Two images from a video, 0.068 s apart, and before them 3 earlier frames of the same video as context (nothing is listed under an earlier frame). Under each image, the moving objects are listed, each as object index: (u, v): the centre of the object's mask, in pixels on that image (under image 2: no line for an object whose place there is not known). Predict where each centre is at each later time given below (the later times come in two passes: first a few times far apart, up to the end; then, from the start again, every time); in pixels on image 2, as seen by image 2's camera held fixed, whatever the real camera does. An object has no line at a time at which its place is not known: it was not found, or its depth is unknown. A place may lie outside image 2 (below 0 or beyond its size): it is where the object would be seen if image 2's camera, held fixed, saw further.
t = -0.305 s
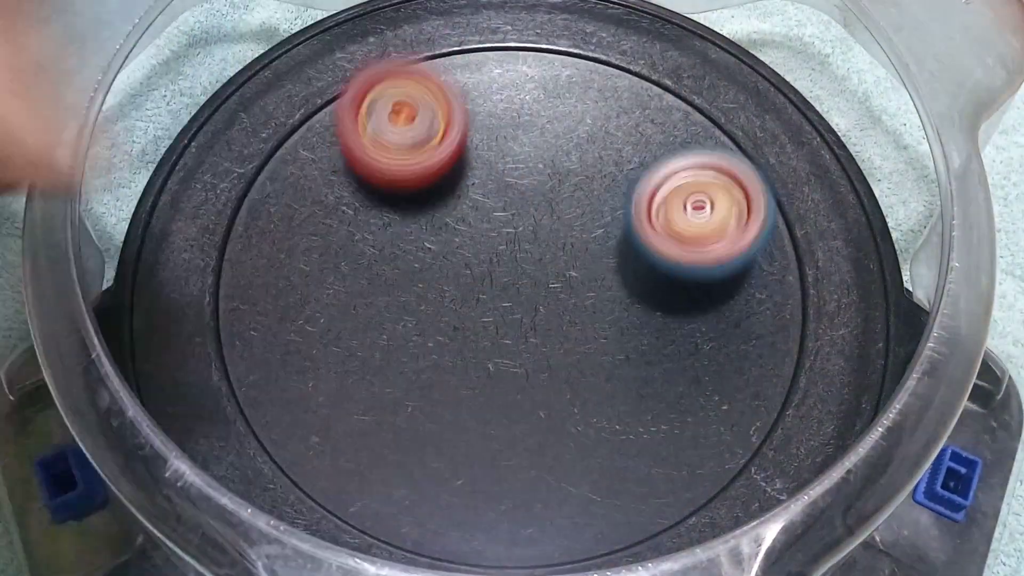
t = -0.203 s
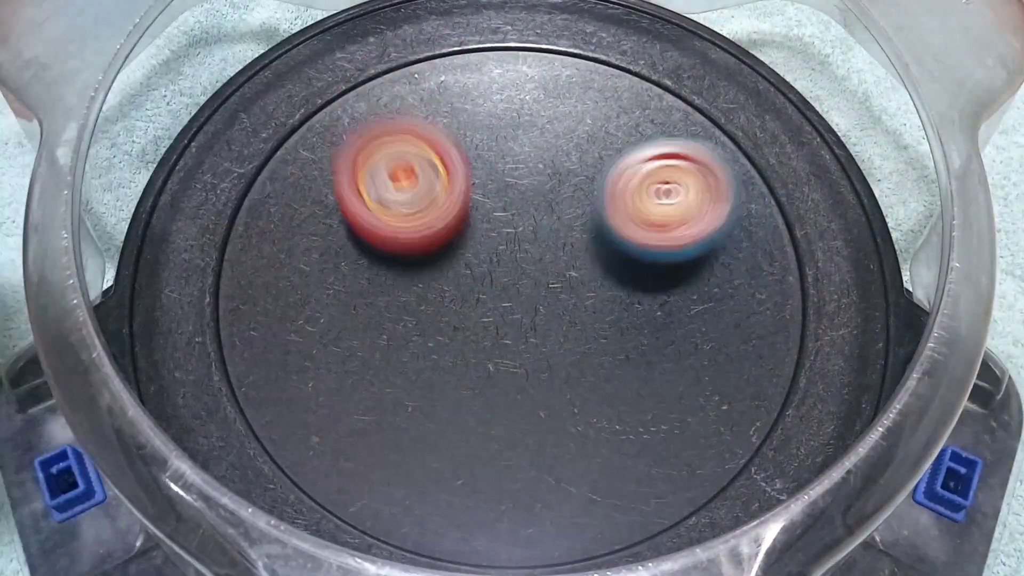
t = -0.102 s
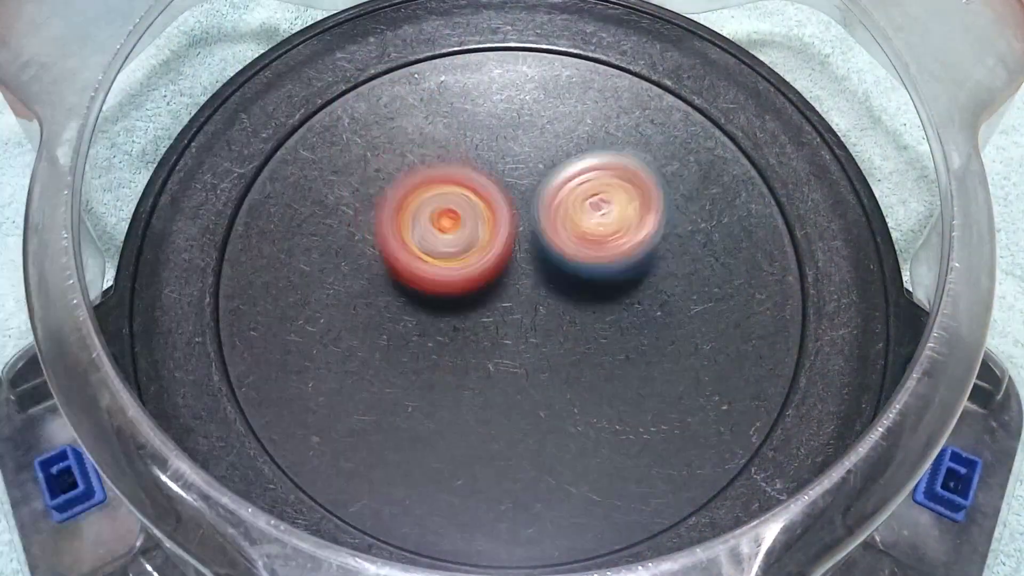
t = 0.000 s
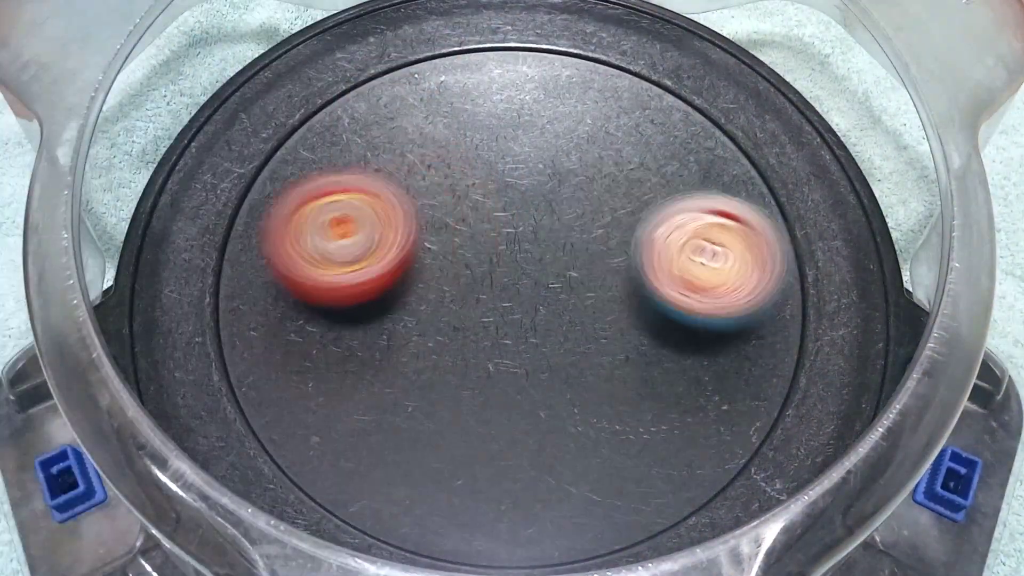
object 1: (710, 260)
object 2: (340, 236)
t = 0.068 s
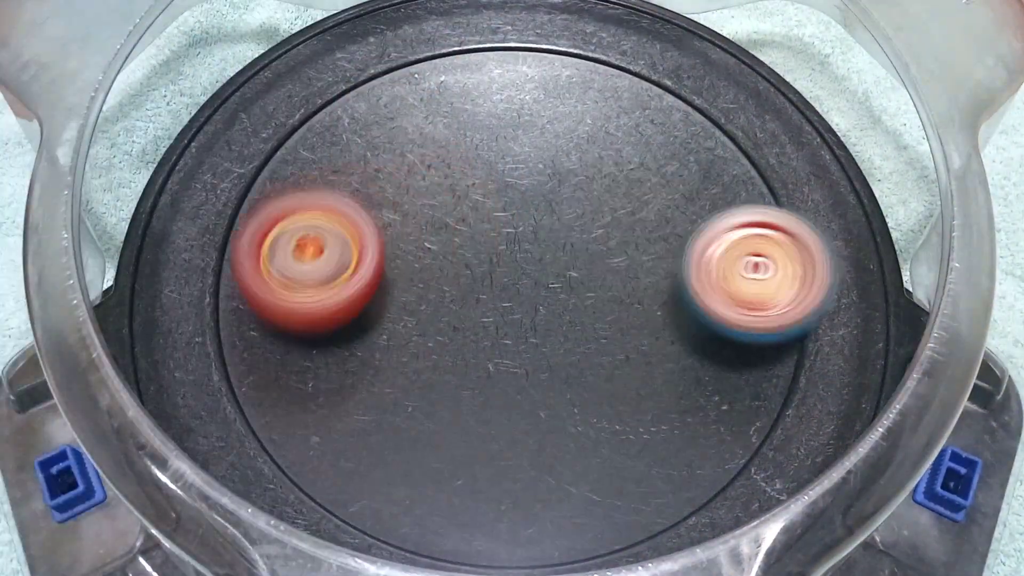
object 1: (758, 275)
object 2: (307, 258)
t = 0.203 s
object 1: (790, 252)
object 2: (349, 334)
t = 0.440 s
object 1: (635, 222)
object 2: (503, 302)
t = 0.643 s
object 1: (680, 195)
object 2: (267, 312)
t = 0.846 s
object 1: (564, 269)
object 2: (297, 401)
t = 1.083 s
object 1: (685, 356)
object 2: (288, 356)
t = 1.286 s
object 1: (743, 254)
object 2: (322, 312)
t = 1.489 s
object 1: (557, 202)
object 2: (386, 255)
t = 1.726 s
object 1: (696, 233)
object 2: (277, 186)
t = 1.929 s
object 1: (668, 203)
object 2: (419, 209)
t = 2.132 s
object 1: (694, 257)
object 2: (459, 165)
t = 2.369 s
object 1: (684, 279)
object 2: (496, 123)
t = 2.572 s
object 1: (613, 292)
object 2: (554, 145)
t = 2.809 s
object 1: (499, 349)
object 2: (597, 198)
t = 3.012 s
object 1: (438, 392)
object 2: (610, 249)
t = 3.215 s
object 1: (444, 396)
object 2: (594, 300)
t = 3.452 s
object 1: (293, 375)
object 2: (659, 282)
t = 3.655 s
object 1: (305, 357)
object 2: (595, 266)
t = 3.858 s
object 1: (355, 289)
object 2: (506, 256)
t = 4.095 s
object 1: (261, 191)
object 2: (652, 185)
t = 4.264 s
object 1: (328, 192)
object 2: (636, 160)
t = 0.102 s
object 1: (774, 274)
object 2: (306, 278)
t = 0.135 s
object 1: (785, 270)
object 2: (313, 298)
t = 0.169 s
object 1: (790, 262)
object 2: (328, 319)
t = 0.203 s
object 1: (790, 252)
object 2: (349, 334)
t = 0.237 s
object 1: (784, 242)
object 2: (374, 343)
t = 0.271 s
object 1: (771, 230)
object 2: (402, 348)
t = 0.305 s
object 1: (751, 222)
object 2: (429, 347)
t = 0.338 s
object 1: (726, 216)
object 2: (455, 341)
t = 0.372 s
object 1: (698, 214)
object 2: (475, 331)
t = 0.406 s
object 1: (668, 215)
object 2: (492, 318)
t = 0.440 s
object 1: (635, 222)
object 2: (503, 302)
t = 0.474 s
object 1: (646, 215)
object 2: (460, 298)
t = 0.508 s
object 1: (676, 204)
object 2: (405, 299)
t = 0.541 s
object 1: (694, 196)
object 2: (358, 298)
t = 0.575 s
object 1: (698, 192)
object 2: (318, 300)
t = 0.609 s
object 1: (695, 193)
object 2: (289, 304)
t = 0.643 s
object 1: (680, 195)
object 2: (267, 312)
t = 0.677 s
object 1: (662, 199)
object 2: (253, 325)
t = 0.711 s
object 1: (643, 207)
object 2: (247, 340)
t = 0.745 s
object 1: (622, 219)
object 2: (248, 358)
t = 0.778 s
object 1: (602, 232)
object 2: (258, 375)
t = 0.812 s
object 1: (583, 249)
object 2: (274, 391)
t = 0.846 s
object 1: (564, 269)
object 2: (297, 401)
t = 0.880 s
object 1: (549, 289)
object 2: (323, 404)
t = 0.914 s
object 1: (536, 309)
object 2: (349, 402)
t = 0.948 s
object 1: (527, 330)
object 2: (373, 394)
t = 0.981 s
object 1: (561, 342)
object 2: (348, 388)
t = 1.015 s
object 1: (611, 352)
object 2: (316, 378)
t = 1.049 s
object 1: (653, 356)
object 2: (297, 367)
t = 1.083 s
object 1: (685, 356)
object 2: (288, 356)
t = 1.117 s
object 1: (714, 349)
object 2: (287, 348)
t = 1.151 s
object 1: (736, 337)
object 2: (290, 340)
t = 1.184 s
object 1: (751, 319)
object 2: (296, 334)
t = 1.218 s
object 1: (759, 298)
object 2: (304, 328)
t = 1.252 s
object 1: (755, 277)
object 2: (312, 321)
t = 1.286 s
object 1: (743, 254)
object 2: (322, 312)
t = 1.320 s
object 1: (723, 233)
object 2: (331, 303)
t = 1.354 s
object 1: (696, 217)
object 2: (341, 292)
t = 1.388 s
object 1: (664, 205)
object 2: (352, 283)
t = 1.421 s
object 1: (629, 198)
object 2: (363, 273)
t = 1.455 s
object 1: (593, 198)
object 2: (375, 264)
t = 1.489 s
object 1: (557, 202)
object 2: (386, 255)
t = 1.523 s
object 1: (532, 208)
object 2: (389, 245)
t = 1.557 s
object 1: (559, 215)
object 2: (351, 232)
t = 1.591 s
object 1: (610, 224)
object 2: (306, 214)
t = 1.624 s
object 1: (647, 232)
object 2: (271, 196)
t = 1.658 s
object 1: (675, 236)
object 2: (250, 182)
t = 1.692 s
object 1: (688, 236)
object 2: (255, 179)
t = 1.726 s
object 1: (696, 233)
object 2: (277, 186)
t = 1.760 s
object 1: (699, 227)
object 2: (301, 190)
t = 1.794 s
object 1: (698, 220)
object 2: (324, 195)
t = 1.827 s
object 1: (695, 213)
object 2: (349, 199)
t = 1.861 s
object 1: (688, 208)
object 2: (372, 204)
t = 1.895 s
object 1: (678, 205)
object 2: (396, 206)
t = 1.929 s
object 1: (668, 203)
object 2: (419, 209)
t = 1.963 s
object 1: (657, 204)
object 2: (441, 210)
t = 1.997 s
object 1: (646, 207)
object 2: (462, 211)
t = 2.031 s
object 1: (633, 210)
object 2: (482, 208)
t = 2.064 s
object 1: (643, 222)
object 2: (486, 200)
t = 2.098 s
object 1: (675, 241)
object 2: (469, 180)
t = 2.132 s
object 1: (694, 257)
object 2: (459, 165)
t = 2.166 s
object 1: (706, 268)
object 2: (455, 152)
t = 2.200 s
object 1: (709, 274)
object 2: (456, 142)
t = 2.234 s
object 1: (708, 276)
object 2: (461, 133)
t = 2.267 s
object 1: (704, 278)
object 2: (469, 128)
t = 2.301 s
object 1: (699, 278)
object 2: (478, 124)
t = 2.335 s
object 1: (692, 278)
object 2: (487, 123)
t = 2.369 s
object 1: (684, 279)
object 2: (496, 123)
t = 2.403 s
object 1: (675, 280)
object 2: (506, 124)
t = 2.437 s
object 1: (664, 282)
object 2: (515, 126)
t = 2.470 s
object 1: (653, 284)
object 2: (525, 130)
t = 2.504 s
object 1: (639, 287)
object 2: (536, 134)
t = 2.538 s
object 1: (626, 288)
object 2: (545, 139)
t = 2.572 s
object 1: (613, 292)
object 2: (554, 145)
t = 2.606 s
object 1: (597, 296)
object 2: (563, 153)
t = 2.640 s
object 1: (581, 304)
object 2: (570, 159)
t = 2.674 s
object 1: (562, 312)
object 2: (578, 167)
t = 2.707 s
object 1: (547, 321)
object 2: (584, 175)
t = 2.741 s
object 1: (529, 331)
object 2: (589, 181)
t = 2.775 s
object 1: (514, 340)
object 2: (593, 189)
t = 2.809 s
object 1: (499, 349)
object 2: (597, 198)
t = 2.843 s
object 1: (484, 359)
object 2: (600, 205)
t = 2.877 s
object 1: (471, 367)
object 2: (603, 214)
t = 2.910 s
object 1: (460, 375)
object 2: (605, 223)
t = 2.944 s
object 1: (451, 382)
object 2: (608, 231)
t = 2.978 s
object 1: (444, 387)
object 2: (610, 240)
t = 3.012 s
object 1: (438, 392)
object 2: (610, 249)
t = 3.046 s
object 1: (437, 396)
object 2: (609, 258)
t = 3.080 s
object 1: (437, 399)
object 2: (607, 267)
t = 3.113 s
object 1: (438, 402)
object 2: (605, 276)
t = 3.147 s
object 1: (439, 403)
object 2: (602, 284)
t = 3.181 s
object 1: (441, 401)
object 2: (598, 292)
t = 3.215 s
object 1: (444, 396)
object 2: (594, 300)
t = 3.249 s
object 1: (445, 390)
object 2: (589, 307)
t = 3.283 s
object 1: (446, 383)
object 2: (584, 314)
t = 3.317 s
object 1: (419, 379)
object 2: (596, 314)
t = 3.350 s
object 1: (372, 381)
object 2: (625, 304)
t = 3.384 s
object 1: (334, 380)
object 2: (646, 295)
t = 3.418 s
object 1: (310, 379)
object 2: (656, 288)
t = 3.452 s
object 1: (293, 375)
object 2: (659, 282)
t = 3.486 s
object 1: (285, 372)
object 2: (657, 279)
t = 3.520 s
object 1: (282, 369)
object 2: (649, 276)
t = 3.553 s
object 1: (283, 367)
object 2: (638, 273)
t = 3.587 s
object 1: (289, 364)
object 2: (625, 270)
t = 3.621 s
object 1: (297, 362)
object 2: (610, 267)
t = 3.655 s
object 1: (305, 357)
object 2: (595, 266)
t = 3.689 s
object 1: (316, 351)
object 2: (580, 264)
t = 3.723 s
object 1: (325, 344)
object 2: (564, 262)
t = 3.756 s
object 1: (335, 333)
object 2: (548, 261)
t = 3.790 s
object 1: (344, 320)
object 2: (532, 260)
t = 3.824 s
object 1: (355, 304)
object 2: (515, 258)
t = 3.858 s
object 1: (355, 289)
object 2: (506, 256)
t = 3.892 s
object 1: (321, 265)
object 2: (539, 249)
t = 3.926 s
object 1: (287, 249)
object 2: (572, 239)
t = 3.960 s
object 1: (268, 231)
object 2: (602, 228)
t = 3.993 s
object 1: (255, 214)
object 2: (625, 216)
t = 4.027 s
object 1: (251, 202)
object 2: (641, 203)
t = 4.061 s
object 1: (254, 195)
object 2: (649, 193)
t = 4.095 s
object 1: (261, 191)
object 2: (652, 185)
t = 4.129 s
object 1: (270, 188)
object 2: (651, 178)
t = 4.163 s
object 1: (280, 189)
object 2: (649, 171)
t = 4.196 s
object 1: (295, 190)
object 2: (646, 166)
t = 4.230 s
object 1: (311, 191)
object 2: (642, 161)
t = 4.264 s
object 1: (328, 192)
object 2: (636, 160)
